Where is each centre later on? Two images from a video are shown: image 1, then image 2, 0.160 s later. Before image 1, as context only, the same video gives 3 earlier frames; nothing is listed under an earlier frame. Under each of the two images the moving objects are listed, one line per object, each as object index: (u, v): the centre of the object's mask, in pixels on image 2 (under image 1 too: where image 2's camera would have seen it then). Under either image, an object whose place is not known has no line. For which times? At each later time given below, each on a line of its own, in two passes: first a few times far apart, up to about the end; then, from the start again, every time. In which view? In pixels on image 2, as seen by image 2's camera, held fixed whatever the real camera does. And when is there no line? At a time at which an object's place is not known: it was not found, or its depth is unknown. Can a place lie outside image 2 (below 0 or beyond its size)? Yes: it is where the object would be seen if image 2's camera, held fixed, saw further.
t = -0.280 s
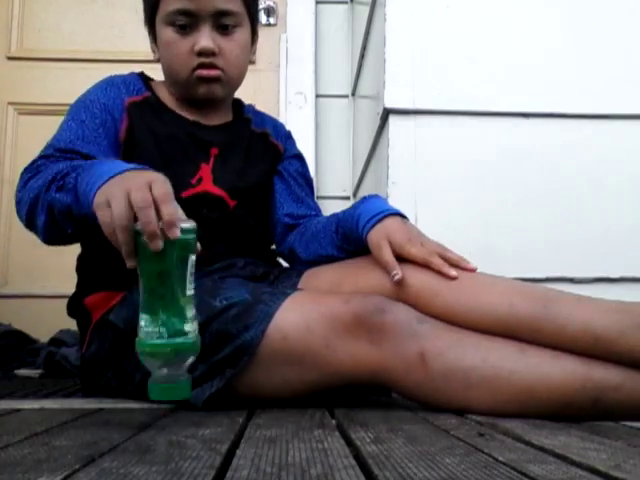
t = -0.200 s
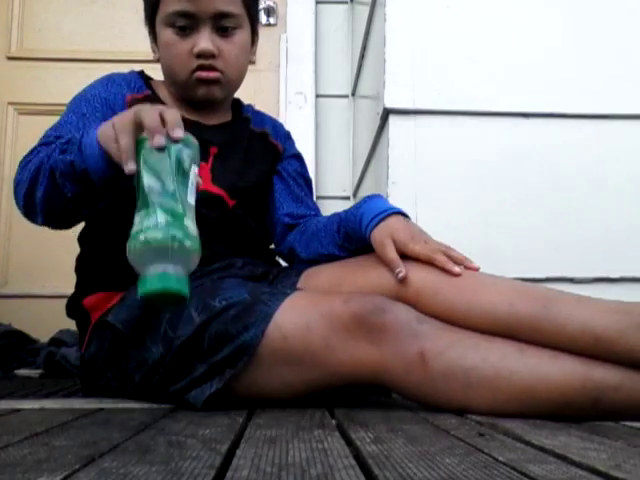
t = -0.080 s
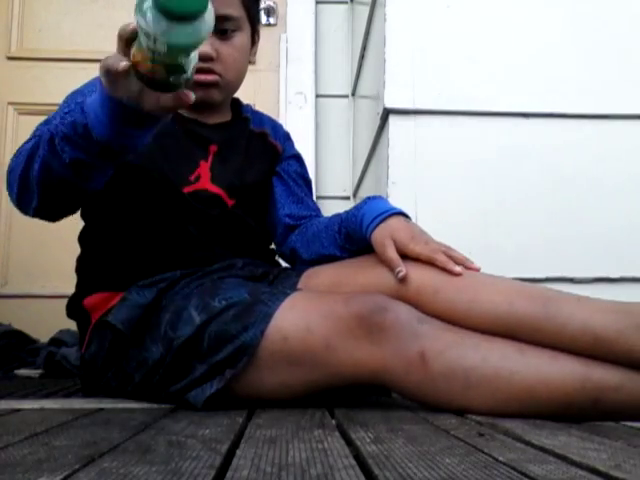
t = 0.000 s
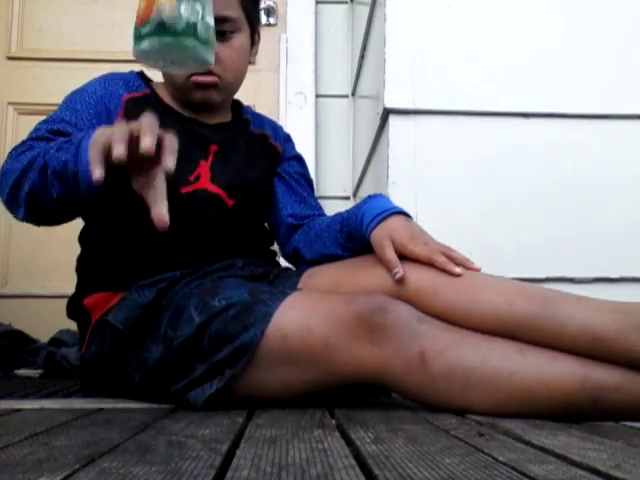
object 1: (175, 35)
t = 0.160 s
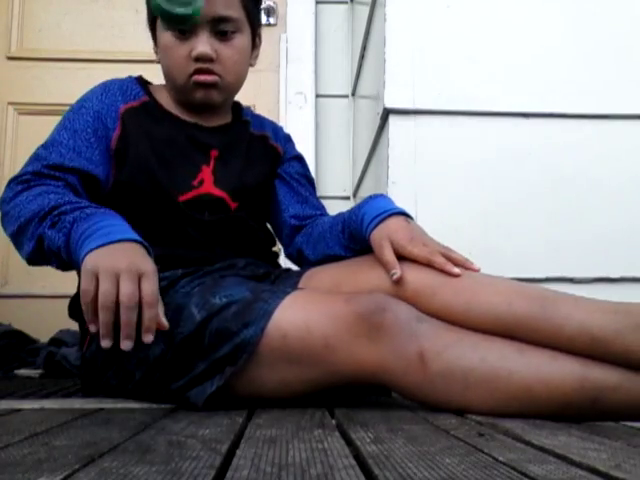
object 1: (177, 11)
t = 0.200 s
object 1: (180, 48)
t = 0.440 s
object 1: (201, 318)
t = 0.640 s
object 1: (232, 330)
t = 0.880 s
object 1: (337, 411)
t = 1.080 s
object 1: (375, 423)
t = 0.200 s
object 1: (180, 48)
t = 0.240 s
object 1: (181, 119)
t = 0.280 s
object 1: (183, 231)
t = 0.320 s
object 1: (184, 310)
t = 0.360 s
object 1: (187, 313)
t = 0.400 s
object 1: (193, 316)
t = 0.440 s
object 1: (201, 318)
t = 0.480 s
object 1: (208, 321)
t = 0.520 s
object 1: (213, 323)
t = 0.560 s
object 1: (218, 325)
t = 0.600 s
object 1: (224, 327)
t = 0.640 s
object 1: (232, 330)
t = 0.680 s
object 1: (244, 336)
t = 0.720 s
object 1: (261, 345)
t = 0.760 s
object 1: (283, 364)
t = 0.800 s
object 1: (309, 402)
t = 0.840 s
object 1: (322, 414)
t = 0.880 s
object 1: (337, 411)
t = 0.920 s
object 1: (350, 418)
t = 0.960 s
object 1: (359, 421)
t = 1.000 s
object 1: (366, 422)
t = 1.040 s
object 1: (370, 422)
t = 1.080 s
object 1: (375, 423)
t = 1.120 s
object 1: (378, 423)
